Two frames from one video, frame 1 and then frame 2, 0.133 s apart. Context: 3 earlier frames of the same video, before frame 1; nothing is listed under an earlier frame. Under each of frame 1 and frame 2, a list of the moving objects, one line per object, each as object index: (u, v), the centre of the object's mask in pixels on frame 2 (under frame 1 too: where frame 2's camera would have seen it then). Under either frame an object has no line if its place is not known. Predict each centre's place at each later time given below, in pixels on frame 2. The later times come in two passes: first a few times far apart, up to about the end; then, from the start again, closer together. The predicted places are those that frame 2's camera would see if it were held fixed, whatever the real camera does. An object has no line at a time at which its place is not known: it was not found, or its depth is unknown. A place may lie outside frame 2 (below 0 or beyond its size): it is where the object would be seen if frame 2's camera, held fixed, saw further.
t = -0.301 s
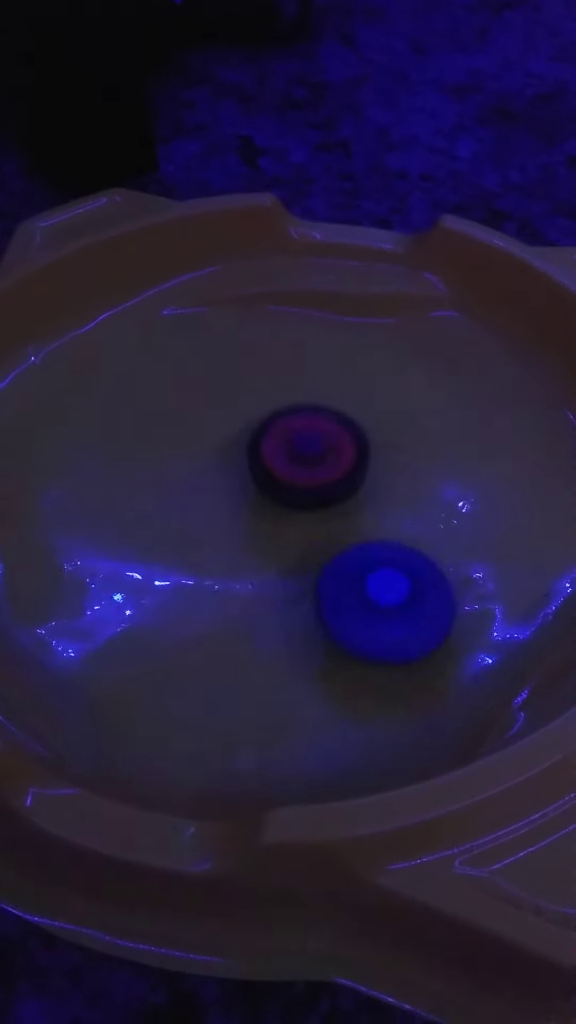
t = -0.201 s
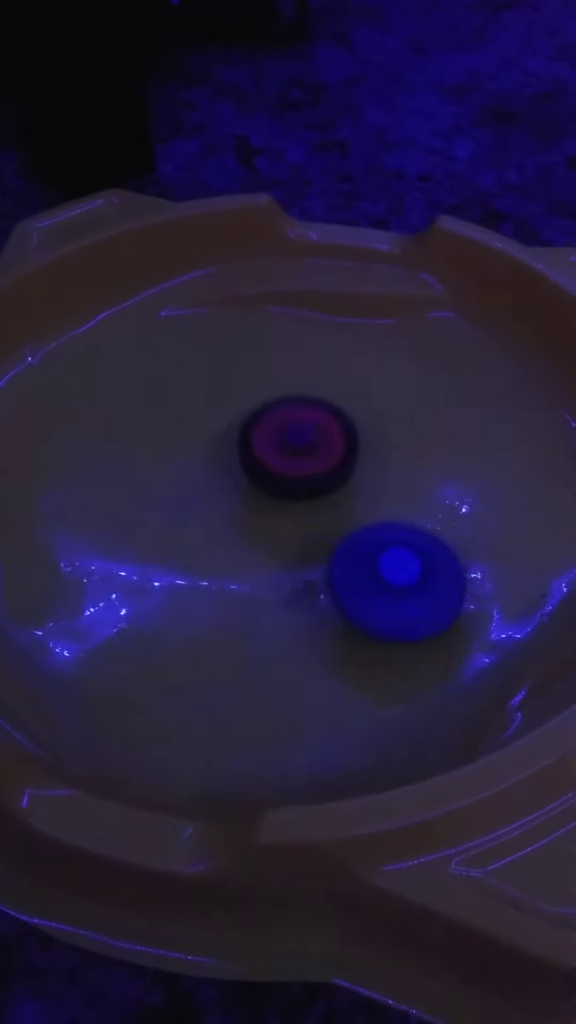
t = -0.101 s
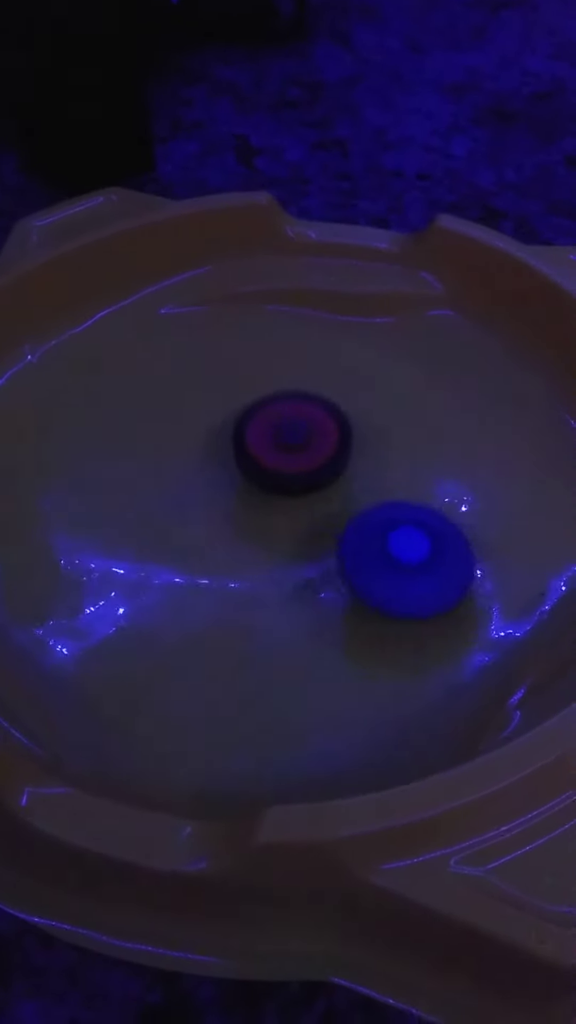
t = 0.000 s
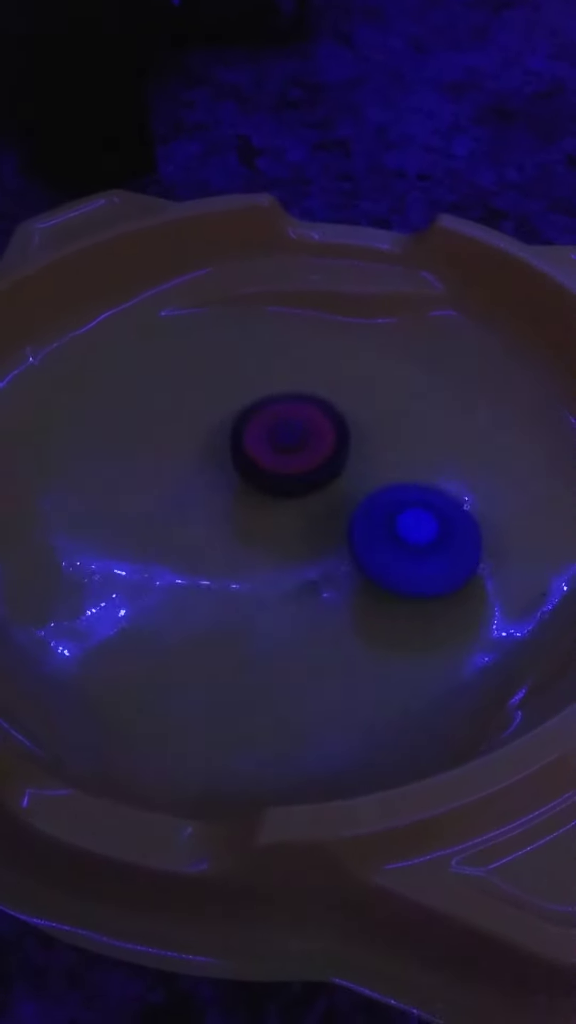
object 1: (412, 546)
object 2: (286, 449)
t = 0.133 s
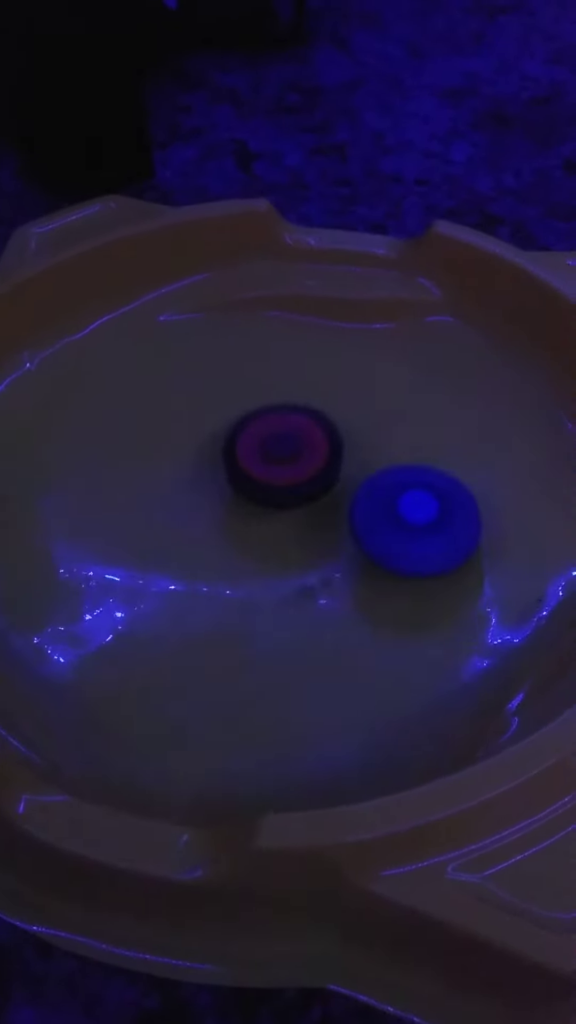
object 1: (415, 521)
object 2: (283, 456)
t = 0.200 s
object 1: (415, 509)
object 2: (281, 462)
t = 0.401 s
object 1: (413, 478)
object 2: (282, 492)
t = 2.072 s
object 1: (209, 446)
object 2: (294, 530)
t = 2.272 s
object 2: (292, 515)
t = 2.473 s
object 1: (190, 439)
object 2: (333, 522)
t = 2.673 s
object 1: (202, 452)
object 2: (352, 519)
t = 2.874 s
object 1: (225, 469)
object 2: (349, 517)
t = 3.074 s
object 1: (169, 447)
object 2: (402, 549)
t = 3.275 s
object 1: (158, 464)
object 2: (428, 567)
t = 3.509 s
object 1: (163, 488)
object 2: (406, 571)
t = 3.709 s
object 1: (177, 509)
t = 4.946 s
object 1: (285, 607)
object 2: (294, 452)
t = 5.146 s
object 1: (320, 620)
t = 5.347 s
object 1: (343, 616)
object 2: (283, 435)
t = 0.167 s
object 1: (415, 515)
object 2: (282, 458)
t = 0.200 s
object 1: (415, 509)
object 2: (281, 462)
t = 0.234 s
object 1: (416, 504)
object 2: (280, 466)
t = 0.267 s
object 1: (416, 498)
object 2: (280, 471)
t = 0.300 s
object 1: (416, 492)
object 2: (279, 476)
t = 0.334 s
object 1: (415, 487)
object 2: (279, 481)
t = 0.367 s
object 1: (415, 482)
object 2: (281, 487)
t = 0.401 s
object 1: (413, 478)
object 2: (282, 492)
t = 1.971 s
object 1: (214, 446)
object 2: (300, 542)
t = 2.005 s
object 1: (212, 446)
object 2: (298, 538)
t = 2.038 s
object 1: (211, 446)
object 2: (296, 535)
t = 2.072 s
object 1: (209, 446)
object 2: (294, 530)
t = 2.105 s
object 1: (209, 447)
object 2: (292, 526)
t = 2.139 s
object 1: (208, 447)
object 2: (289, 522)
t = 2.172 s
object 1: (206, 445)
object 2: (289, 520)
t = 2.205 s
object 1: (206, 445)
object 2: (291, 519)
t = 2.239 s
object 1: (205, 445)
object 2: (291, 517)
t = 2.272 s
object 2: (292, 515)
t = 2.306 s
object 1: (199, 440)
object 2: (301, 518)
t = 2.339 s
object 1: (197, 437)
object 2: (308, 521)
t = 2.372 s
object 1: (195, 437)
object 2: (316, 522)
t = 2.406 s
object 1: (193, 437)
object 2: (322, 523)
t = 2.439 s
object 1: (191, 438)
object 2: (328, 523)
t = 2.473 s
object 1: (190, 439)
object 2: (333, 522)
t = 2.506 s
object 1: (190, 440)
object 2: (338, 522)
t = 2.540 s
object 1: (190, 442)
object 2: (343, 521)
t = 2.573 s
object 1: (193, 444)
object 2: (346, 521)
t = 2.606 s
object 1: (195, 447)
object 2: (349, 520)
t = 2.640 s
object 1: (199, 449)
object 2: (351, 519)
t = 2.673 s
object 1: (202, 452)
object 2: (352, 519)
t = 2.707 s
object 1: (205, 455)
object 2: (353, 519)
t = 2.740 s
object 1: (209, 457)
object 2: (353, 518)
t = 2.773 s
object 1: (213, 460)
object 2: (352, 517)
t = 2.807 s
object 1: (217, 463)
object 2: (351, 517)
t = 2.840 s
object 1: (221, 466)
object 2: (350, 517)
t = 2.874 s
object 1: (225, 469)
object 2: (349, 517)
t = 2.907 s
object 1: (229, 473)
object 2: (346, 517)
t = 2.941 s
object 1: (219, 470)
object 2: (348, 519)
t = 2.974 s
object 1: (192, 455)
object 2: (371, 533)
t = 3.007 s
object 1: (177, 447)
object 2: (387, 541)
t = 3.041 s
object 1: (171, 445)
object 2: (395, 545)
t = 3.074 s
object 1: (169, 447)
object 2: (402, 549)
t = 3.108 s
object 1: (167, 450)
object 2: (409, 552)
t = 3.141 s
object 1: (165, 453)
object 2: (415, 555)
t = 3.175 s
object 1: (163, 456)
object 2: (420, 558)
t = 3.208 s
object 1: (161, 459)
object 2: (424, 562)
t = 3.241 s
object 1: (159, 461)
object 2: (427, 565)
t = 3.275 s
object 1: (158, 464)
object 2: (428, 567)
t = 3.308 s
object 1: (158, 468)
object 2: (429, 569)
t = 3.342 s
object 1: (157, 471)
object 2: (428, 570)
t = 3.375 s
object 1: (158, 475)
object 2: (426, 572)
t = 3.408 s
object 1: (158, 478)
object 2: (424, 572)
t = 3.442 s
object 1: (159, 482)
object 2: (419, 572)
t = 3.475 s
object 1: (161, 485)
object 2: (413, 572)
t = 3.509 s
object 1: (163, 488)
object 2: (406, 571)
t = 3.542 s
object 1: (165, 491)
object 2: (398, 569)
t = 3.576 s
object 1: (167, 494)
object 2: (390, 567)
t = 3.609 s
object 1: (170, 497)
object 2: (382, 564)
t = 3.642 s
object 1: (172, 501)
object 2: (373, 559)
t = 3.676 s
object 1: (175, 505)
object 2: (363, 555)
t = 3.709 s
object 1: (177, 509)
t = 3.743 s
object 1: (179, 513)
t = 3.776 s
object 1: (181, 517)
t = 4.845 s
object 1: (277, 570)
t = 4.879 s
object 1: (281, 573)
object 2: (289, 469)
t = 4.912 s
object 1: (283, 590)
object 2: (291, 460)
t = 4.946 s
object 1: (285, 607)
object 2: (294, 452)
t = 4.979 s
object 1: (290, 612)
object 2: (294, 447)
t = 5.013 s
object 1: (296, 615)
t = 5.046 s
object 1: (303, 617)
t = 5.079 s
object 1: (310, 618)
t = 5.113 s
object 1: (315, 620)
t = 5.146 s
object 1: (320, 620)
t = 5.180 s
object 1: (325, 620)
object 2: (288, 427)
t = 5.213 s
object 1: (330, 620)
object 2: (287, 427)
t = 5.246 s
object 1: (333, 620)
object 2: (286, 427)
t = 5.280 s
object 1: (337, 619)
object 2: (285, 428)
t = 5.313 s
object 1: (340, 618)
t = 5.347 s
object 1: (343, 616)
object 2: (283, 435)
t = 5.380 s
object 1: (346, 615)
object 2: (282, 439)
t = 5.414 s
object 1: (347, 613)
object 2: (282, 444)
